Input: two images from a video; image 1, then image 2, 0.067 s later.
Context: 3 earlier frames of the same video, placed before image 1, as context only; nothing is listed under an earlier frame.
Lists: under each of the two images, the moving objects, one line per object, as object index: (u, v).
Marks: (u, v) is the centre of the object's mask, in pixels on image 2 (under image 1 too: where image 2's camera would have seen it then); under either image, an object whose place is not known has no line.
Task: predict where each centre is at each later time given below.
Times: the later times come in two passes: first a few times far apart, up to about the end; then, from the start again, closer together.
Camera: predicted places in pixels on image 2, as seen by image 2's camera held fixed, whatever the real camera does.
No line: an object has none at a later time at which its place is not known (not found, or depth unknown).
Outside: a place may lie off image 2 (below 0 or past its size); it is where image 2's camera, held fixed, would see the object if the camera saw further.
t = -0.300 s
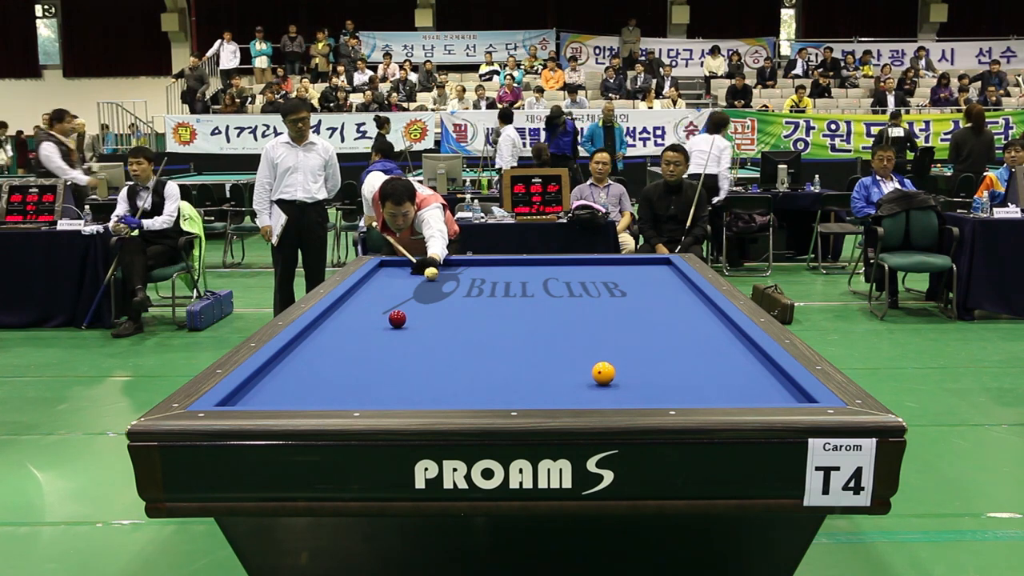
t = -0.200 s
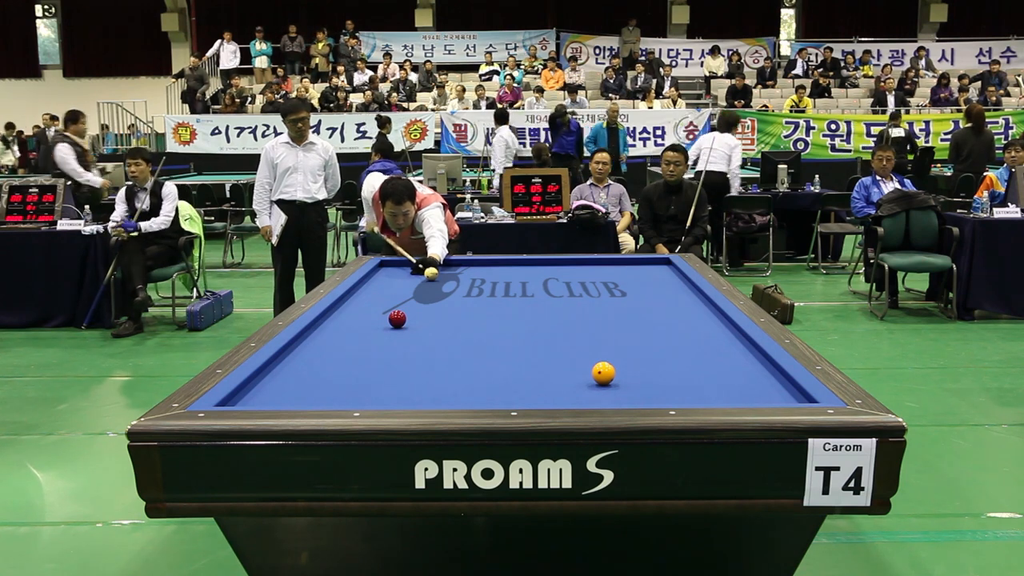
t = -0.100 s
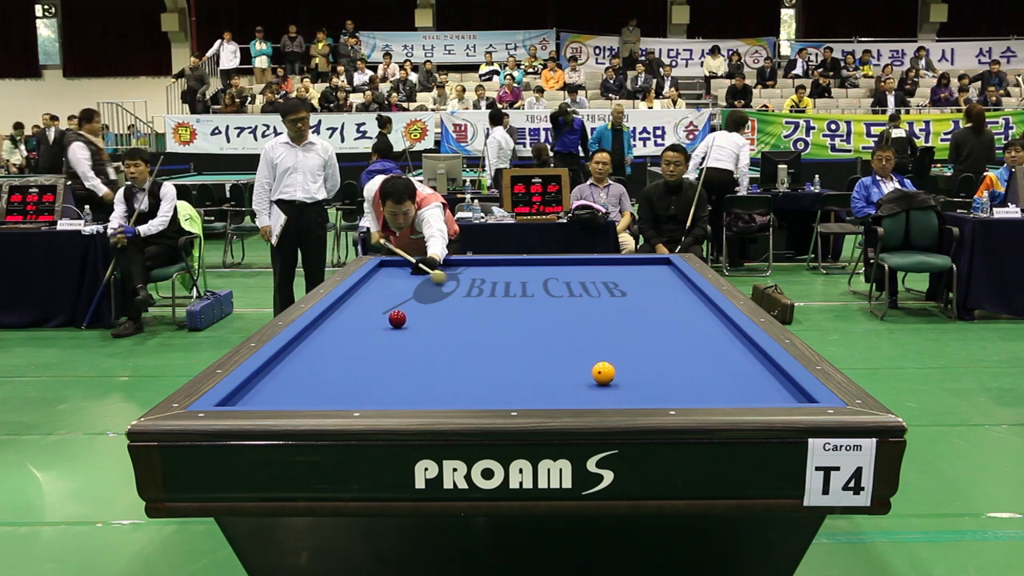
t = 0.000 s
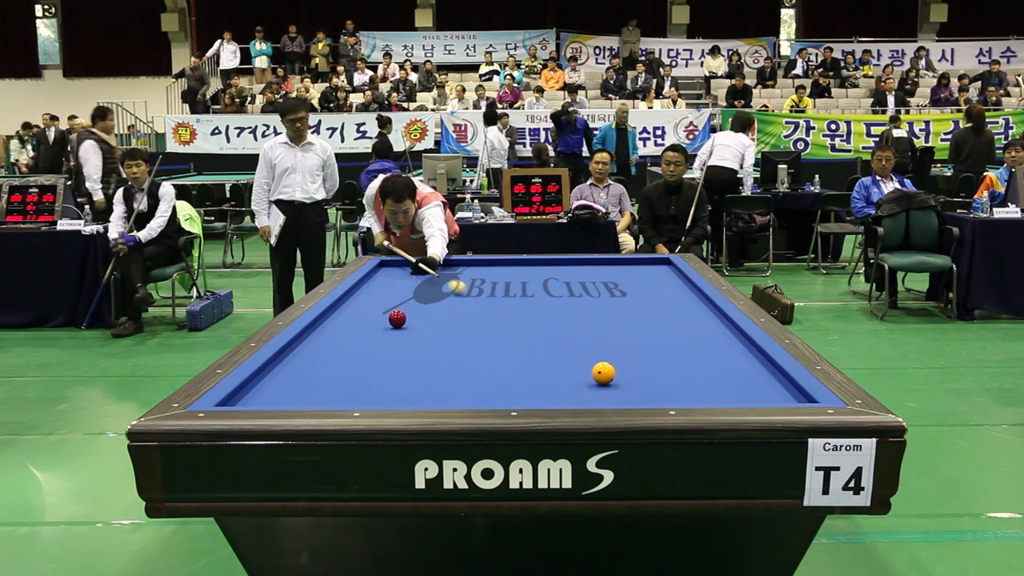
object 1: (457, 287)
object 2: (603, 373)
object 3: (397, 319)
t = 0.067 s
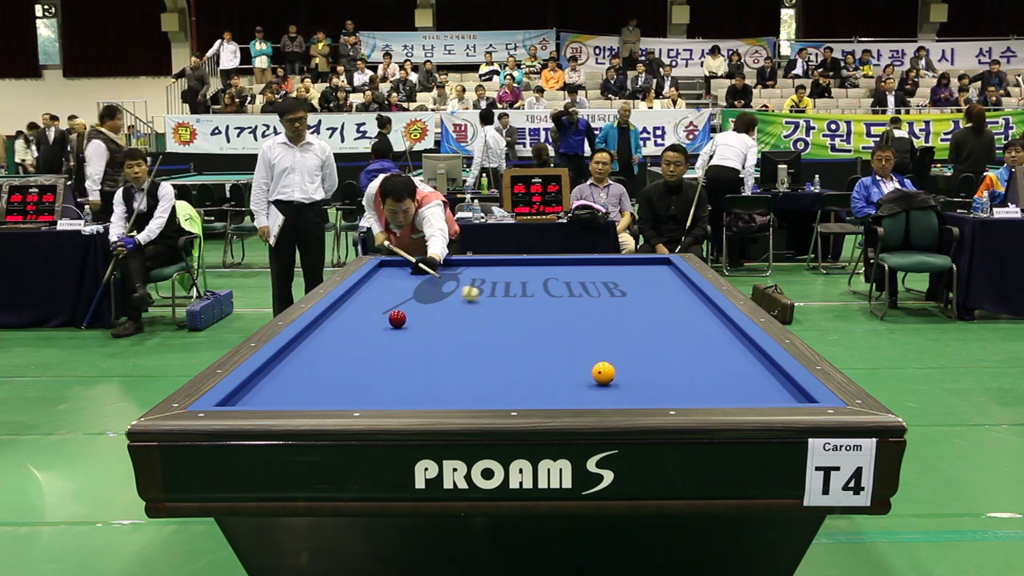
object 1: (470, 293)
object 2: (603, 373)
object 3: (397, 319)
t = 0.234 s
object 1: (506, 313)
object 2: (603, 373)
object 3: (397, 319)
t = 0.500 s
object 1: (583, 353)
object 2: (603, 373)
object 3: (397, 319)
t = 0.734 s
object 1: (708, 377)
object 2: (570, 396)
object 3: (397, 319)
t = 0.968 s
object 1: (755, 395)
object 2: (543, 381)
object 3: (397, 319)
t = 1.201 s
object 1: (657, 390)
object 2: (525, 362)
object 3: (397, 319)
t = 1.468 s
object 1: (572, 377)
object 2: (509, 345)
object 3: (397, 319)
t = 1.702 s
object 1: (506, 367)
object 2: (497, 332)
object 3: (397, 319)
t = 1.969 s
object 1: (437, 356)
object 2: (484, 319)
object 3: (397, 319)
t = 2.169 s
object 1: (391, 349)
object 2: (476, 310)
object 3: (397, 319)
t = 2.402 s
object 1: (341, 342)
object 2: (468, 301)
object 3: (397, 319)
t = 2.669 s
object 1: (320, 333)
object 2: (459, 292)
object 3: (397, 319)
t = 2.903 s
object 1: (357, 326)
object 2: (453, 285)
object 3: (397, 319)
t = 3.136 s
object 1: (381, 320)
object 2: (447, 279)
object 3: (405, 317)
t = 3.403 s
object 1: (387, 318)
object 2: (441, 272)
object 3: (432, 313)
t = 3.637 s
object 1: (391, 315)
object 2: (435, 267)
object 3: (452, 310)
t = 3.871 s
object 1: (395, 313)
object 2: (431, 262)
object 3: (472, 307)
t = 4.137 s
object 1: (401, 311)
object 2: (425, 263)
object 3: (493, 303)
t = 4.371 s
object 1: (405, 310)
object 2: (420, 266)
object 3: (510, 300)
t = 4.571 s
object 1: (408, 308)
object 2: (415, 269)
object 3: (524, 298)
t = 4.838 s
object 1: (412, 307)
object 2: (409, 272)
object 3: (542, 295)
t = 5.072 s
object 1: (415, 306)
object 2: (404, 275)
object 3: (556, 293)
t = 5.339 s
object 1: (419, 304)
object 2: (397, 278)
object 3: (571, 291)
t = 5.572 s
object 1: (421, 304)
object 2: (391, 281)
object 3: (584, 289)
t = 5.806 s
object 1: (424, 303)
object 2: (386, 284)
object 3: (596, 287)
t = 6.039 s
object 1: (426, 302)
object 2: (381, 287)
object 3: (607, 285)
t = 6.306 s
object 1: (428, 301)
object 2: (374, 290)
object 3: (620, 283)
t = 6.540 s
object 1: (430, 301)
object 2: (369, 293)
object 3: (630, 281)
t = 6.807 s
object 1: (432, 300)
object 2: (363, 297)
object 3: (640, 280)
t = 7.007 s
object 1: (433, 300)
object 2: (358, 299)
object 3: (648, 279)
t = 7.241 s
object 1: (434, 299)
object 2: (353, 303)
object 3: (656, 277)
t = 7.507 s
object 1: (434, 299)
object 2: (347, 306)
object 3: (665, 276)
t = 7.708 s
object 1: (435, 299)
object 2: (343, 308)
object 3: (671, 275)
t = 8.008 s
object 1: (435, 299)
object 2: (337, 312)
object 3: (676, 274)
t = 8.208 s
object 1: (435, 299)
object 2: (333, 314)
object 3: (672, 273)
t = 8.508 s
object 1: (435, 299)
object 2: (328, 318)
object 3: (667, 272)
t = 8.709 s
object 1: (435, 299)
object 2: (324, 320)
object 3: (664, 272)
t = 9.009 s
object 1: (435, 299)
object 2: (319, 324)
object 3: (659, 271)
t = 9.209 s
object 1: (435, 299)
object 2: (315, 326)
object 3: (657, 271)
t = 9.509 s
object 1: (435, 299)
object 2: (313, 329)
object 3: (654, 270)
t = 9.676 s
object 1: (435, 299)
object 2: (311, 331)
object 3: (652, 270)
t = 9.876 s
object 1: (435, 299)
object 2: (309, 333)
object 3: (650, 270)
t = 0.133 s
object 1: (484, 301)
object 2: (603, 373)
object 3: (397, 319)
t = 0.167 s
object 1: (491, 304)
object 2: (603, 373)
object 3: (397, 319)
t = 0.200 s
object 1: (498, 308)
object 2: (603, 373)
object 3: (397, 319)
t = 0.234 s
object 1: (506, 313)
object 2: (603, 373)
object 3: (397, 319)
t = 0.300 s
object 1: (523, 321)
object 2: (603, 373)
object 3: (397, 319)
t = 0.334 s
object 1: (532, 326)
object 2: (603, 373)
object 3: (397, 319)
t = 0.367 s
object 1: (541, 331)
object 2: (603, 373)
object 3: (397, 319)
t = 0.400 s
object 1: (551, 336)
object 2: (603, 373)
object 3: (397, 319)
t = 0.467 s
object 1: (572, 347)
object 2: (603, 373)
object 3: (397, 319)
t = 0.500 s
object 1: (583, 353)
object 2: (603, 373)
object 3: (397, 319)
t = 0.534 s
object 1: (594, 357)
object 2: (603, 373)
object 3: (397, 319)
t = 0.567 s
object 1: (613, 363)
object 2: (603, 372)
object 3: (397, 319)
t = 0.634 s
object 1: (647, 371)
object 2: (591, 382)
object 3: (397, 319)
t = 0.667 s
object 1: (667, 373)
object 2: (584, 388)
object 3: (397, 319)
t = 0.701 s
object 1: (688, 375)
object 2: (577, 393)
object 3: (397, 319)
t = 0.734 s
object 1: (708, 377)
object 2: (570, 396)
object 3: (397, 319)
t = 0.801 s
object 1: (749, 383)
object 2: (559, 396)
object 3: (397, 319)
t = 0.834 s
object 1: (771, 385)
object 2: (555, 394)
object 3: (397, 319)
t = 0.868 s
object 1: (790, 389)
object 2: (552, 391)
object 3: (397, 319)
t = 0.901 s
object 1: (782, 391)
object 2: (549, 387)
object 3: (397, 319)
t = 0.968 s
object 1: (755, 395)
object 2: (543, 381)
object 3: (397, 319)
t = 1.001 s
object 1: (743, 397)
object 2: (540, 377)
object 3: (397, 319)
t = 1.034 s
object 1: (727, 397)
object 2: (537, 375)
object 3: (397, 319)
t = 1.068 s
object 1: (712, 395)
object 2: (535, 372)
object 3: (397, 319)
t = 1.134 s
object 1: (683, 392)
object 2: (530, 367)
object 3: (397, 319)
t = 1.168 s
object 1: (670, 391)
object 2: (528, 365)
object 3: (397, 319)
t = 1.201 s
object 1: (657, 390)
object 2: (525, 362)
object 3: (397, 319)
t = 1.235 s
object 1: (646, 388)
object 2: (523, 360)
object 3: (397, 319)
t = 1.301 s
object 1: (624, 385)
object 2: (519, 355)
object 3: (397, 319)
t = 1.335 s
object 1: (613, 383)
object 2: (517, 353)
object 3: (397, 319)
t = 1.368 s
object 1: (603, 381)
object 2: (515, 351)
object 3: (397, 319)
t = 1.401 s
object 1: (592, 380)
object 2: (513, 349)
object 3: (397, 319)
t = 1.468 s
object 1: (572, 377)
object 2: (509, 345)
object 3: (397, 319)
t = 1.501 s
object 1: (562, 375)
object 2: (507, 343)
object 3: (397, 319)
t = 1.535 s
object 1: (552, 374)
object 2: (505, 341)
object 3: (397, 319)
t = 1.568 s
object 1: (543, 372)
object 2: (504, 339)
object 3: (397, 319)
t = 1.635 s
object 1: (524, 369)
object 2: (500, 335)
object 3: (397, 319)
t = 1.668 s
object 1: (515, 368)
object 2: (498, 333)
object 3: (397, 319)
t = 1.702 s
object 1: (506, 367)
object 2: (497, 332)
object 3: (397, 319)
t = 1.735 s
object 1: (496, 365)
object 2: (495, 330)
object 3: (397, 319)
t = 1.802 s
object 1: (479, 363)
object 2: (492, 327)
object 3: (397, 319)
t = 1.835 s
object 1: (470, 361)
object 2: (490, 325)
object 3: (397, 319)
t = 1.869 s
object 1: (462, 360)
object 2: (489, 323)
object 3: (397, 319)
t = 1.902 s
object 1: (454, 359)
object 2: (487, 322)
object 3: (397, 319)
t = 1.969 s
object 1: (437, 356)
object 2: (484, 319)
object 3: (397, 319)
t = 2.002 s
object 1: (429, 355)
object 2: (483, 317)
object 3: (397, 319)
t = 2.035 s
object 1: (421, 354)
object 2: (482, 316)
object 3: (397, 319)
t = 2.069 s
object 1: (413, 353)
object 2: (480, 314)
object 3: (397, 319)
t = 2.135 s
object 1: (398, 350)
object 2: (478, 311)
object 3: (397, 319)
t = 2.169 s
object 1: (391, 349)
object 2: (476, 310)
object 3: (397, 319)
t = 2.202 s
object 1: (383, 348)
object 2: (475, 309)
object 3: (397, 319)
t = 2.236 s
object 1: (376, 347)
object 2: (474, 307)
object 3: (397, 319)
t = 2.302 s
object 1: (362, 345)
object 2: (472, 305)
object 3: (397, 319)
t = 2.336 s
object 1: (354, 344)
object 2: (470, 304)
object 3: (397, 319)
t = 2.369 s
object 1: (348, 343)
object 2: (469, 303)
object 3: (397, 319)
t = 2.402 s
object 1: (341, 342)
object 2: (468, 301)
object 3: (397, 319)
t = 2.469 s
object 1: (327, 340)
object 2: (465, 299)
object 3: (397, 319)
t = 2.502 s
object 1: (320, 339)
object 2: (465, 298)
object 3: (397, 319)
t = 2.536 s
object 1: (314, 338)
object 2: (464, 297)
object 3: (397, 319)
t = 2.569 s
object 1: (308, 337)
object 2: (463, 295)
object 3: (397, 319)
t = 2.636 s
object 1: (313, 335)
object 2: (461, 293)
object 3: (397, 319)
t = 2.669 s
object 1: (320, 333)
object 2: (459, 292)
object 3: (397, 319)
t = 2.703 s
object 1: (326, 332)
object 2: (459, 291)
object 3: (397, 319)
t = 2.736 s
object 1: (331, 331)
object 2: (458, 290)
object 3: (397, 319)
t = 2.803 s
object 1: (342, 329)
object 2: (455, 288)
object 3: (397, 319)
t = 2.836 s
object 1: (347, 328)
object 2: (455, 287)
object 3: (397, 319)
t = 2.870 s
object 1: (352, 327)
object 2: (453, 286)
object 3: (397, 319)
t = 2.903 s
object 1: (357, 326)
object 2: (453, 285)
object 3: (397, 319)
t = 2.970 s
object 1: (367, 324)
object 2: (451, 283)
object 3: (397, 319)
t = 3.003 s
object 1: (371, 323)
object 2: (450, 282)
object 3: (397, 319)
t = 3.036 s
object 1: (376, 322)
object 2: (450, 282)
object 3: (397, 319)
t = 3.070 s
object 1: (380, 321)
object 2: (449, 281)
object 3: (397, 319)
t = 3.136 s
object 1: (381, 320)
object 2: (447, 279)
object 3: (405, 317)
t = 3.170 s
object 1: (382, 320)
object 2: (446, 278)
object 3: (409, 317)
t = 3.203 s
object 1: (382, 320)
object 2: (445, 277)
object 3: (413, 316)
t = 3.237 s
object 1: (383, 319)
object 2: (444, 276)
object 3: (416, 315)
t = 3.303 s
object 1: (385, 319)
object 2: (443, 275)
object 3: (422, 315)
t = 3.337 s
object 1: (385, 318)
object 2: (442, 274)
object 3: (425, 314)
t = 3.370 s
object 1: (386, 318)
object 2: (441, 273)
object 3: (428, 313)
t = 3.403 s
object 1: (387, 318)
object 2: (441, 272)
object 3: (432, 313)
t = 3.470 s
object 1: (388, 317)
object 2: (439, 271)
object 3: (438, 312)
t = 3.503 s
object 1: (389, 316)
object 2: (438, 270)
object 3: (441, 312)
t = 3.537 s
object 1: (389, 316)
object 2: (438, 269)
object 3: (444, 311)
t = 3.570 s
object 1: (390, 316)
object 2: (437, 269)
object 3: (447, 311)
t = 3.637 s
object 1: (391, 315)
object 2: (435, 267)
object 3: (452, 310)
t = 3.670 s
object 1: (392, 315)
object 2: (435, 266)
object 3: (455, 309)
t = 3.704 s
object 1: (393, 315)
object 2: (434, 266)
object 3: (458, 308)
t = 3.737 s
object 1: (393, 314)
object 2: (433, 265)
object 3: (461, 308)
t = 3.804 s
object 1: (394, 314)
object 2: (432, 263)
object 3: (466, 307)
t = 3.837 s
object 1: (395, 313)
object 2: (432, 263)
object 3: (469, 307)
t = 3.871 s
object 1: (395, 313)
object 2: (431, 262)
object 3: (472, 307)
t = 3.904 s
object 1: (396, 313)
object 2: (430, 262)
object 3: (475, 306)
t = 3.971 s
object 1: (398, 313)
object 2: (429, 261)
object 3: (480, 305)
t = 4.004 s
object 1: (398, 312)
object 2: (428, 262)
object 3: (482, 305)
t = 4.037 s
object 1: (399, 312)
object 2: (428, 262)
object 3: (485, 304)
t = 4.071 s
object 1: (399, 312)
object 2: (427, 262)
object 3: (488, 304)
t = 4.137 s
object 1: (401, 311)
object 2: (425, 263)
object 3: (493, 303)
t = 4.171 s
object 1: (401, 311)
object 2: (424, 264)
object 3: (495, 303)
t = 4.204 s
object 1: (401, 311)
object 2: (424, 264)
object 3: (498, 302)
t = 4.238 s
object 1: (402, 311)
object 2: (423, 265)
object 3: (500, 302)
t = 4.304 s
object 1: (403, 310)
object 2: (421, 265)
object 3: (505, 301)
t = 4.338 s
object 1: (404, 310)
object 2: (420, 266)
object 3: (508, 301)
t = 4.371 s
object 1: (405, 310)
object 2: (420, 266)
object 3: (510, 300)
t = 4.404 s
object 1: (405, 310)
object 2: (419, 266)
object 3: (513, 300)
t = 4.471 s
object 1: (406, 309)
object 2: (417, 267)
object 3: (517, 299)
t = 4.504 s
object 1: (407, 309)
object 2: (417, 268)
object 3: (519, 299)
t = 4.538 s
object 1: (408, 309)
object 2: (416, 268)
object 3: (522, 299)
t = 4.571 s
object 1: (408, 308)
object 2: (415, 269)
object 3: (524, 298)
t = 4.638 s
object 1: (409, 308)
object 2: (414, 269)
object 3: (528, 297)
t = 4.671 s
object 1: (409, 308)
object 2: (413, 270)
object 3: (531, 297)
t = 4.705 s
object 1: (410, 308)
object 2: (412, 270)
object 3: (533, 297)
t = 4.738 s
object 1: (410, 307)
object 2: (412, 271)
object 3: (535, 296)
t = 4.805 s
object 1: (411, 307)
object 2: (410, 272)
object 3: (539, 296)
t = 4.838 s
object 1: (412, 307)
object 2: (409, 272)
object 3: (542, 295)
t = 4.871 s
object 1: (412, 307)
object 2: (408, 272)
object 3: (544, 295)
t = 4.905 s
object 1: (413, 306)
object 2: (407, 273)
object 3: (546, 295)
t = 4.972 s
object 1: (414, 306)
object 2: (406, 274)
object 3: (550, 294)
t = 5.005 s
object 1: (414, 306)
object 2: (405, 274)
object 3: (552, 294)
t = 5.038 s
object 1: (415, 306)
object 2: (404, 274)
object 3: (554, 293)
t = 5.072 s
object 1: (415, 306)
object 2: (404, 275)
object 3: (556, 293)
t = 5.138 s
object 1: (416, 305)
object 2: (402, 276)
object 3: (560, 293)
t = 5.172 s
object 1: (416, 305)
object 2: (401, 276)
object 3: (562, 292)
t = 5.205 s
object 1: (417, 305)
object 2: (400, 276)
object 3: (564, 292)
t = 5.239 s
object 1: (417, 305)
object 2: (399, 277)
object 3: (566, 292)
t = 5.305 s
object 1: (418, 305)
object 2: (398, 278)
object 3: (569, 291)
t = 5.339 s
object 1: (419, 304)
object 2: (397, 278)
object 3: (571, 291)
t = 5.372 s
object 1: (419, 304)
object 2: (396, 278)
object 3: (573, 290)
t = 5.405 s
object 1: (419, 304)
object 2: (395, 279)
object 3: (575, 290)
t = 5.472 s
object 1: (420, 304)
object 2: (394, 280)
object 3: (579, 290)
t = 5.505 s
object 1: (420, 304)
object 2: (393, 280)
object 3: (581, 289)
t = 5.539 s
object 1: (421, 304)
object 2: (392, 281)
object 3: (582, 289)
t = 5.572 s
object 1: (421, 304)
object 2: (391, 281)
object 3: (584, 289)
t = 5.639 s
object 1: (422, 303)
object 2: (390, 282)
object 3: (588, 288)
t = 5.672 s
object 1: (422, 303)
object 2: (389, 282)
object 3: (589, 288)
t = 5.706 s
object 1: (423, 303)
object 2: (388, 283)
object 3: (591, 288)
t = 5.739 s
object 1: (423, 303)
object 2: (387, 283)
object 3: (593, 287)
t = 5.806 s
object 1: (424, 303)
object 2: (386, 284)
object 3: (596, 287)
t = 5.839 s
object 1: (424, 303)
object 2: (385, 284)
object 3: (598, 287)
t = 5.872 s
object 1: (424, 303)
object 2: (384, 285)
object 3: (599, 286)
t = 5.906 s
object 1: (425, 303)
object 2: (384, 285)
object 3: (601, 286)
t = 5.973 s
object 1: (426, 302)
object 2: (382, 286)
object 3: (604, 285)
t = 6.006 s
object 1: (426, 302)
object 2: (381, 286)
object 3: (606, 285)
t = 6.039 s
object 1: (426, 302)
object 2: (381, 287)
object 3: (607, 285)
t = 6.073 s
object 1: (426, 302)
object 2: (380, 287)
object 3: (609, 285)
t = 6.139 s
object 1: (427, 302)
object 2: (378, 288)
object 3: (612, 284)
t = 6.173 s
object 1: (427, 302)
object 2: (377, 289)
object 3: (614, 284)
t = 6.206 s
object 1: (427, 301)
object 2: (377, 289)
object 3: (615, 284)
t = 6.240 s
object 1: (427, 302)
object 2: (376, 289)
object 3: (617, 283)
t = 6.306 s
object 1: (428, 301)
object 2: (374, 290)
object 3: (620, 283)
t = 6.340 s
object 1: (428, 301)
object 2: (373, 291)
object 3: (621, 283)
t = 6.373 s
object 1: (429, 301)
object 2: (373, 291)
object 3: (622, 283)
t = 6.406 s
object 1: (429, 301)
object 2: (372, 292)
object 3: (624, 282)
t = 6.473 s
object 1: (430, 301)
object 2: (371, 292)
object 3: (627, 282)
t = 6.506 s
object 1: (430, 301)
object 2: (370, 293)
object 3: (628, 282)
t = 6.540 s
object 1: (430, 301)
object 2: (369, 293)
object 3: (630, 281)
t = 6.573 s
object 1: (430, 301)
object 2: (368, 294)
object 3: (631, 281)
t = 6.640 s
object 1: (430, 301)
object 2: (367, 295)
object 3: (634, 281)
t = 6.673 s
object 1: (431, 301)
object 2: (366, 295)
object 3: (635, 281)
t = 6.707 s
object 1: (431, 301)
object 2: (365, 296)
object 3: (636, 280)
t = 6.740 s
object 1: (431, 300)
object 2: (365, 296)
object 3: (638, 280)
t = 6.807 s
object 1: (432, 300)
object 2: (363, 297)
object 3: (640, 280)
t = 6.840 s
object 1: (432, 300)
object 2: (362, 297)
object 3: (642, 280)
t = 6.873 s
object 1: (432, 300)
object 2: (361, 298)
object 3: (643, 279)
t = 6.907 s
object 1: (432, 300)
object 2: (361, 298)
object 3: (644, 279)
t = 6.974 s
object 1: (433, 300)
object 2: (359, 299)
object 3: (647, 279)
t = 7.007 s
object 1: (433, 300)
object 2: (358, 299)
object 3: (648, 279)
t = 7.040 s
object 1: (433, 300)
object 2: (358, 300)
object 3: (649, 279)
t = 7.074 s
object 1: (433, 300)
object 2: (357, 300)
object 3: (650, 278)
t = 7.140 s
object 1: (433, 300)
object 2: (355, 301)
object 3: (653, 278)
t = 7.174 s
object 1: (433, 300)
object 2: (355, 301)
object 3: (654, 278)
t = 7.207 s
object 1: (434, 300)
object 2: (354, 302)
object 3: (655, 277)
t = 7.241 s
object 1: (434, 299)
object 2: (353, 303)
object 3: (656, 277)
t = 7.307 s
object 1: (434, 299)
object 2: (352, 303)
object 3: (658, 277)
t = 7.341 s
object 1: (434, 299)
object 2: (351, 304)
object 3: (660, 277)
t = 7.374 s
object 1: (434, 299)
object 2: (350, 304)
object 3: (661, 277)
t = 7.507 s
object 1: (434, 299)
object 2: (347, 306)
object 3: (665, 276)
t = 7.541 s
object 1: (435, 299)
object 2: (347, 306)
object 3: (666, 276)
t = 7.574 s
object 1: (434, 299)
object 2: (346, 306)
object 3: (667, 275)
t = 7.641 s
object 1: (434, 299)
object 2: (345, 307)
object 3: (669, 275)
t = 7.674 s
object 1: (435, 299)
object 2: (344, 308)
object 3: (670, 275)
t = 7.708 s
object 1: (435, 299)
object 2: (343, 308)
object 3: (671, 275)
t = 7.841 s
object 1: (435, 299)
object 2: (340, 310)
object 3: (675, 274)
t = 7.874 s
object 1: (435, 299)
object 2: (340, 310)
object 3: (676, 274)
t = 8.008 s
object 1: (435, 299)
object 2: (337, 312)
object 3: (676, 274)
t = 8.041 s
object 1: (435, 299)
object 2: (336, 312)
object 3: (675, 274)
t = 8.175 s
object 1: (435, 299)
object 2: (334, 314)
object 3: (673, 273)
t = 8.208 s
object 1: (435, 299)
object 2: (333, 314)
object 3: (672, 273)
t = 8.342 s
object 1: (435, 299)
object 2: (331, 316)
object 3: (670, 273)
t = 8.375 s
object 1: (435, 299)
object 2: (330, 316)
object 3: (669, 273)
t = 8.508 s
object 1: (435, 299)
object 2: (328, 318)
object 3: (667, 272)
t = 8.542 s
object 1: (435, 299)
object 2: (327, 318)
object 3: (667, 272)
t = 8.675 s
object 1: (435, 299)
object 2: (325, 320)
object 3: (664, 272)
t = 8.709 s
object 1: (435, 299)
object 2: (324, 320)
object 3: (664, 272)
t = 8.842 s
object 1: (435, 299)
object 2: (322, 322)
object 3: (662, 272)
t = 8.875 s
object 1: (435, 299)
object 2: (321, 322)
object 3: (661, 271)
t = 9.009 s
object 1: (435, 299)
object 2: (319, 324)
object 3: (659, 271)
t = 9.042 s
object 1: (435, 299)
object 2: (318, 324)
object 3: (659, 271)
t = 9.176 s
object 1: (435, 299)
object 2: (316, 326)
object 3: (657, 271)
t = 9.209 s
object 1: (435, 299)
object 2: (315, 326)
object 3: (657, 271)
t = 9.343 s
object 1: (435, 299)
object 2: (314, 327)
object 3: (655, 271)
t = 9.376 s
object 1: (435, 299)
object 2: (314, 328)
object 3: (655, 271)
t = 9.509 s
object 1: (435, 299)
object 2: (313, 329)
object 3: (654, 270)
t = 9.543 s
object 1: (435, 299)
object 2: (312, 330)
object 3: (653, 270)
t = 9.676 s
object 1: (435, 299)
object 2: (311, 331)
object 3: (652, 270)
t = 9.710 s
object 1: (435, 299)
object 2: (310, 331)
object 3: (652, 270)
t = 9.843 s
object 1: (435, 299)
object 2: (309, 332)
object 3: (651, 270)
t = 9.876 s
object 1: (435, 299)
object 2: (309, 333)
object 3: (650, 270)
